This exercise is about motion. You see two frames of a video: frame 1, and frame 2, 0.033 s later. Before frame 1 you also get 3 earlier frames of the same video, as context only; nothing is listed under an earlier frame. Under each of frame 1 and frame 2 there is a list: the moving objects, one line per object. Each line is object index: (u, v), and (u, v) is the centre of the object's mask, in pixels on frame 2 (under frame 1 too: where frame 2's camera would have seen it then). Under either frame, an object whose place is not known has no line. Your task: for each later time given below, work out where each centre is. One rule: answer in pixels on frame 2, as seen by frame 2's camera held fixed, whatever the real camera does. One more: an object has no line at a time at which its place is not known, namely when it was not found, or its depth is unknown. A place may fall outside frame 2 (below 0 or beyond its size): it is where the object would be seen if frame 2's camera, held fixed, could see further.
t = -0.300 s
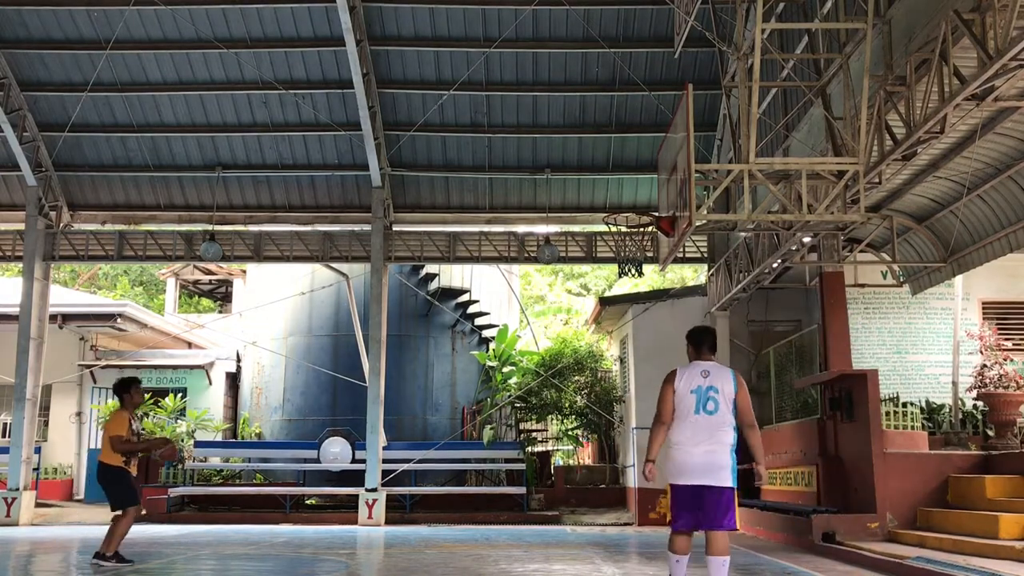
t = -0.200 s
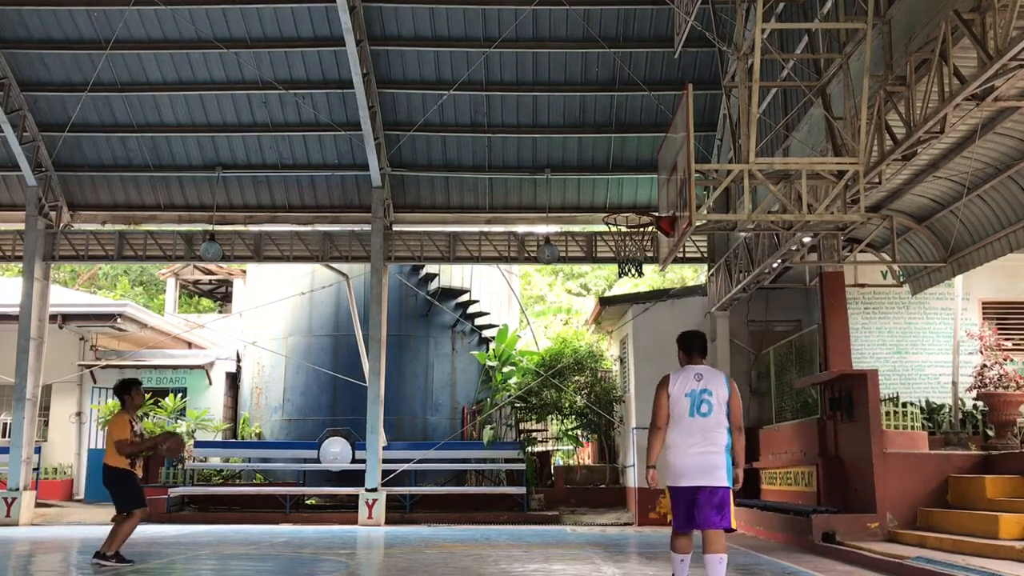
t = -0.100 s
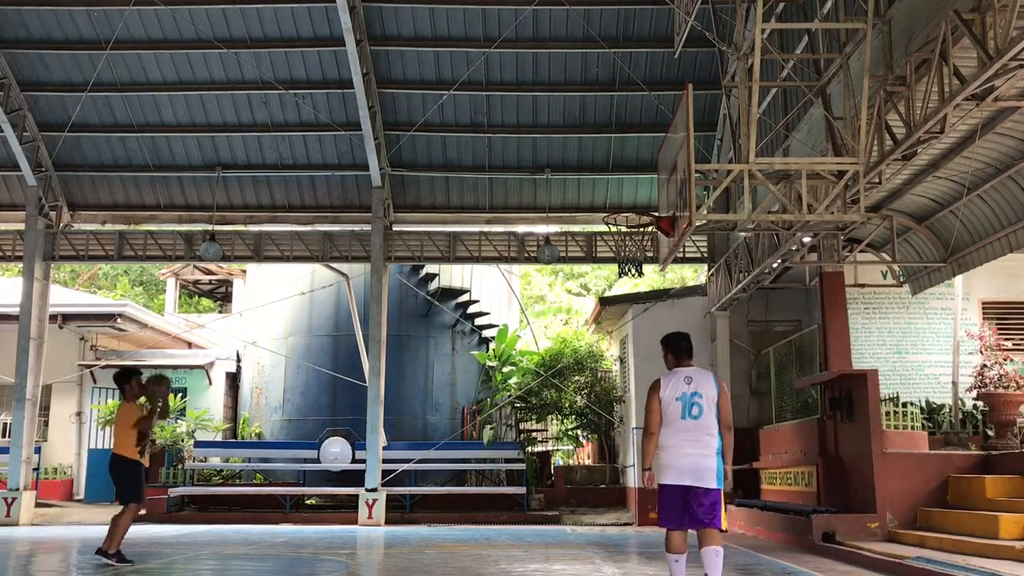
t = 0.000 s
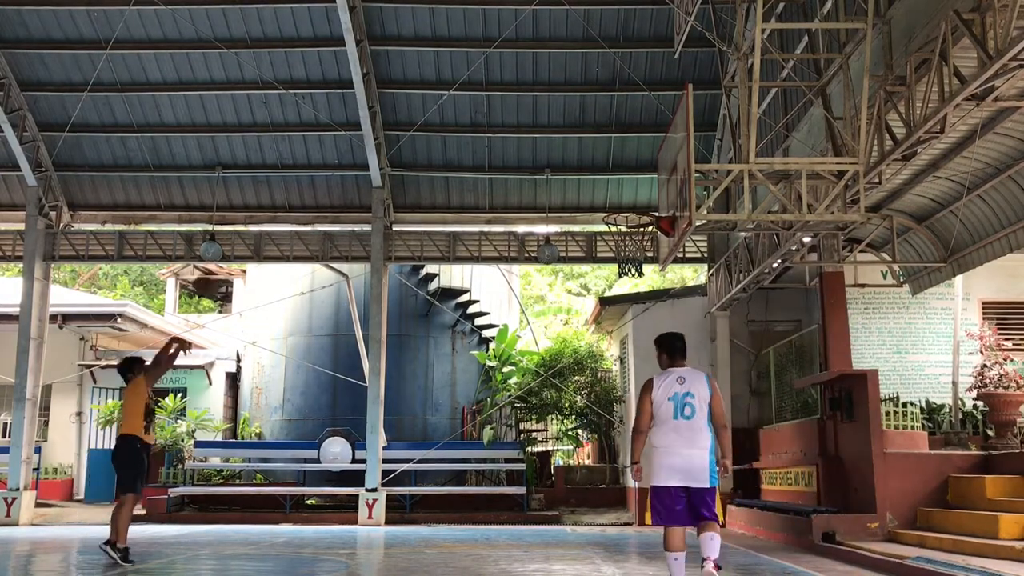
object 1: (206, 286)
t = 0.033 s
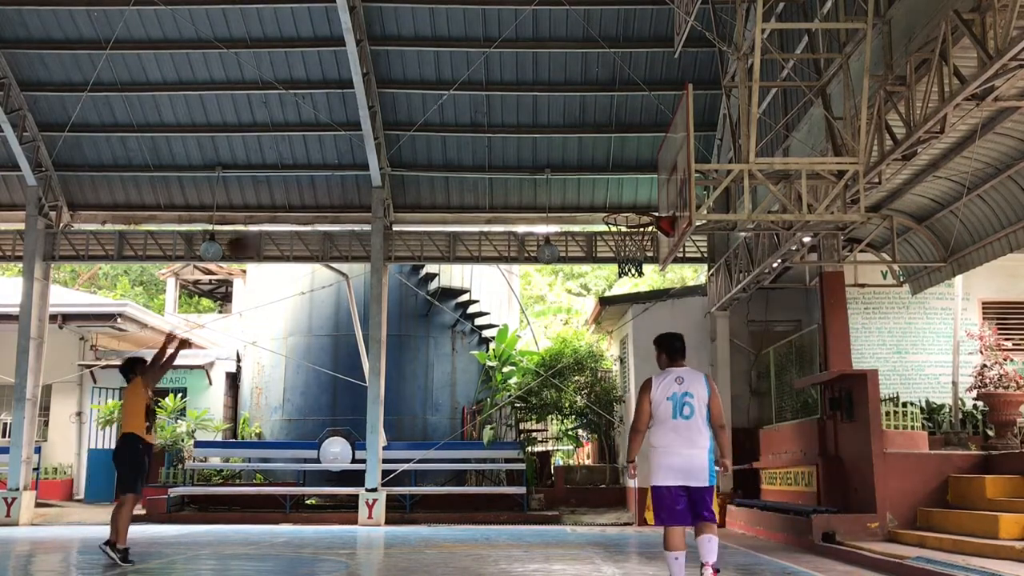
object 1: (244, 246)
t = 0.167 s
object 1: (362, 149)
